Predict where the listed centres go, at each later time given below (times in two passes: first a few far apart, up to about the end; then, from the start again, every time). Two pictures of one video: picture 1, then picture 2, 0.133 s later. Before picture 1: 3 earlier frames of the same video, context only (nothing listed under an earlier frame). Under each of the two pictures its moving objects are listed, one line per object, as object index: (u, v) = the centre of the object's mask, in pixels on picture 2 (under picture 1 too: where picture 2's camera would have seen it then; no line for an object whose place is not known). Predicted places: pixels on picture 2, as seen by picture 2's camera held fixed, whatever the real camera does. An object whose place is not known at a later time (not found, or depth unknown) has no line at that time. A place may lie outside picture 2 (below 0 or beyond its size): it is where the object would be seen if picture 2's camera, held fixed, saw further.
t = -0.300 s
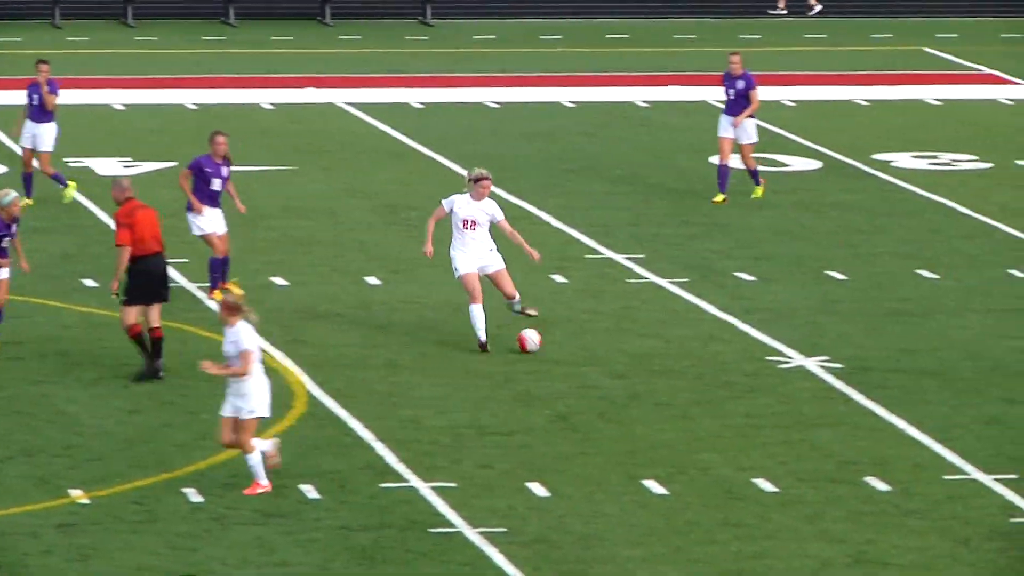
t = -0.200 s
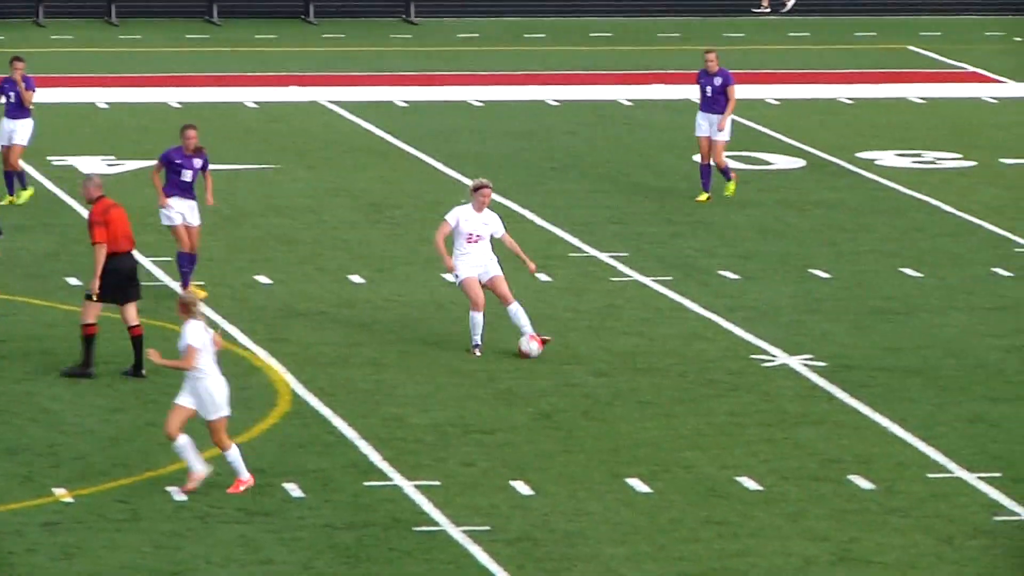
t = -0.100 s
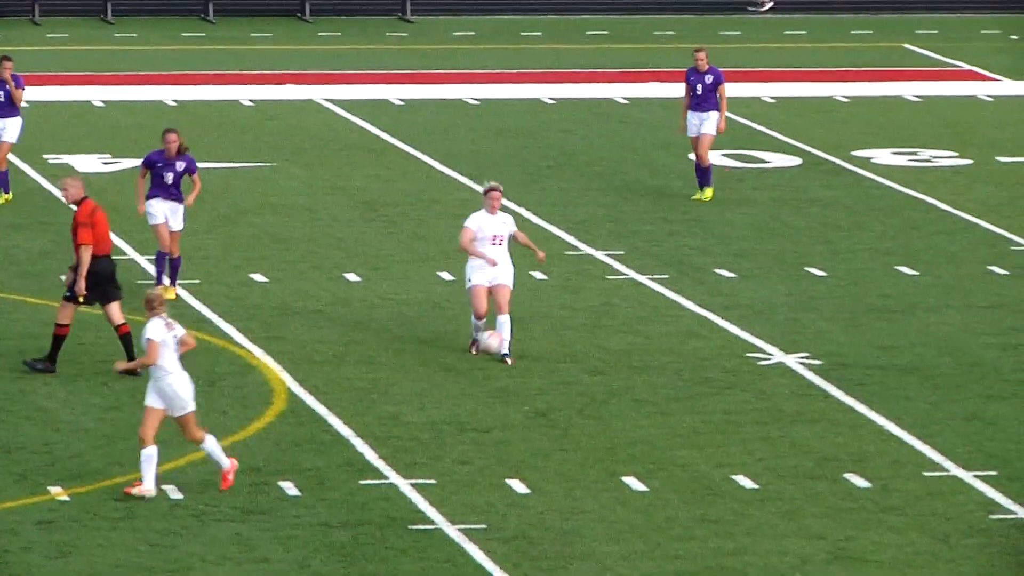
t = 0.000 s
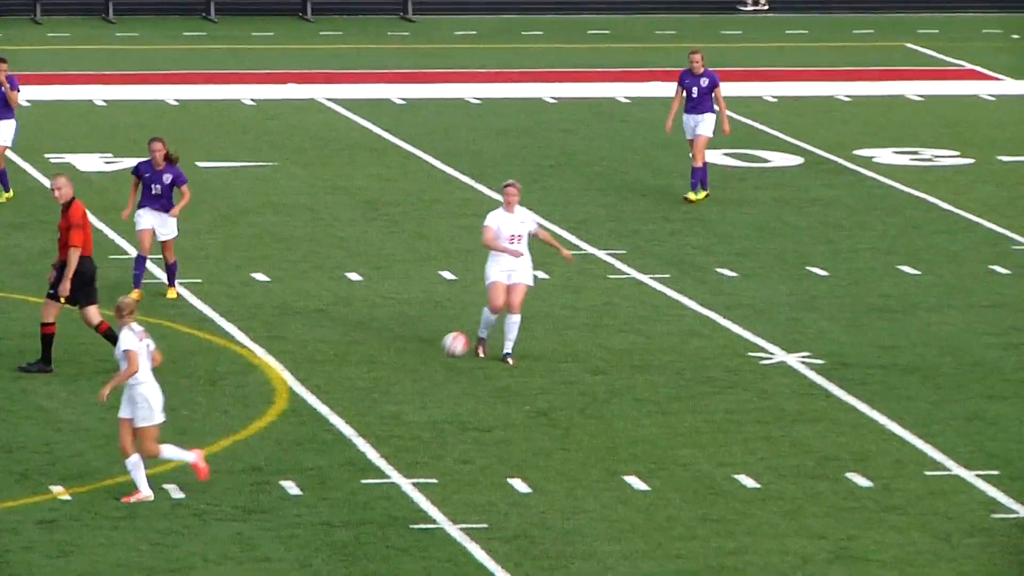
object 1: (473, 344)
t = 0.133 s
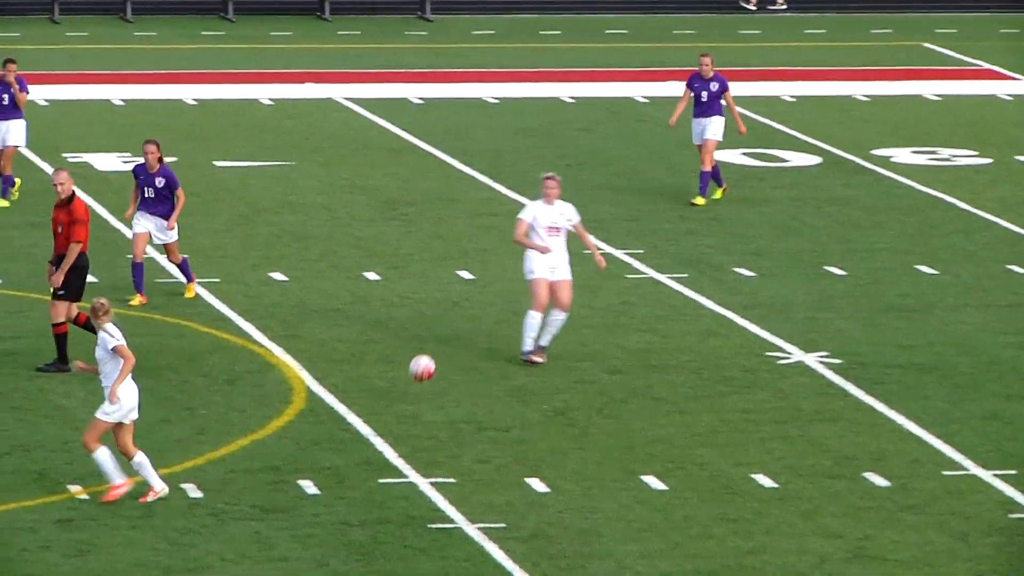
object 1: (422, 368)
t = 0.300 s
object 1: (360, 406)
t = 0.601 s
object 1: (252, 454)
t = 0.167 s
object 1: (410, 377)
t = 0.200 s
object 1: (397, 388)
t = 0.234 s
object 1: (384, 401)
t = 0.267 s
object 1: (372, 409)
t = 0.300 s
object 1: (360, 406)
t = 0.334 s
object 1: (348, 406)
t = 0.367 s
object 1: (336, 406)
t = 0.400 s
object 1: (324, 409)
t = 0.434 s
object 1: (312, 413)
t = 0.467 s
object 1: (300, 418)
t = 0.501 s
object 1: (288, 425)
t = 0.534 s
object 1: (276, 433)
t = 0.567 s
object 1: (264, 443)
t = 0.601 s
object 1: (252, 454)
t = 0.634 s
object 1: (239, 458)
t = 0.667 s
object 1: (227, 457)
